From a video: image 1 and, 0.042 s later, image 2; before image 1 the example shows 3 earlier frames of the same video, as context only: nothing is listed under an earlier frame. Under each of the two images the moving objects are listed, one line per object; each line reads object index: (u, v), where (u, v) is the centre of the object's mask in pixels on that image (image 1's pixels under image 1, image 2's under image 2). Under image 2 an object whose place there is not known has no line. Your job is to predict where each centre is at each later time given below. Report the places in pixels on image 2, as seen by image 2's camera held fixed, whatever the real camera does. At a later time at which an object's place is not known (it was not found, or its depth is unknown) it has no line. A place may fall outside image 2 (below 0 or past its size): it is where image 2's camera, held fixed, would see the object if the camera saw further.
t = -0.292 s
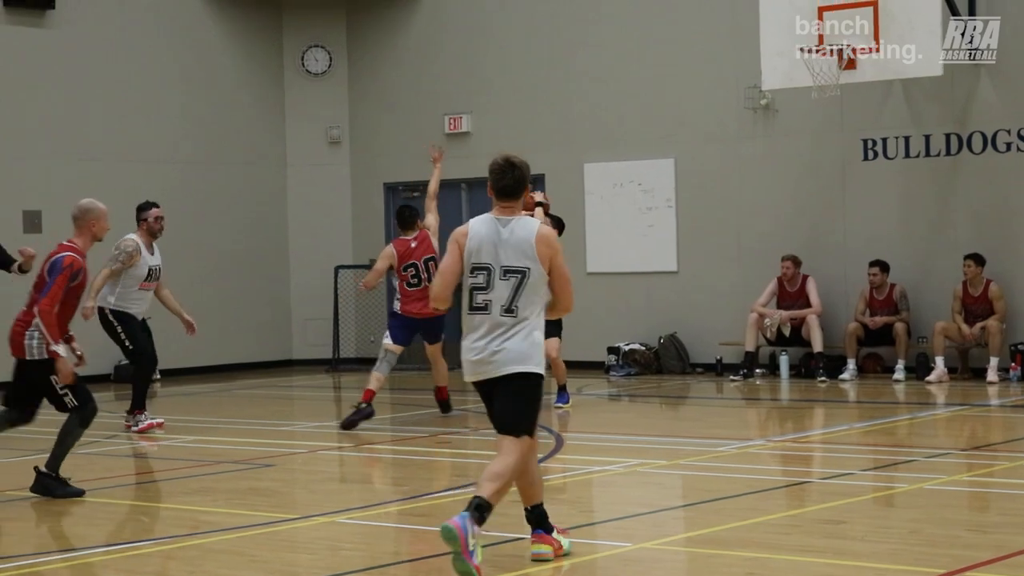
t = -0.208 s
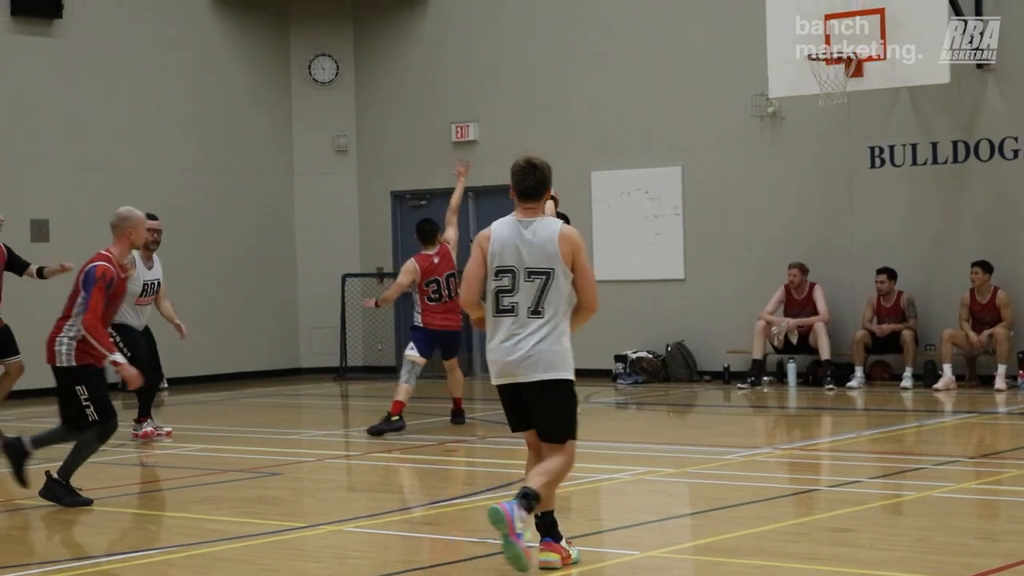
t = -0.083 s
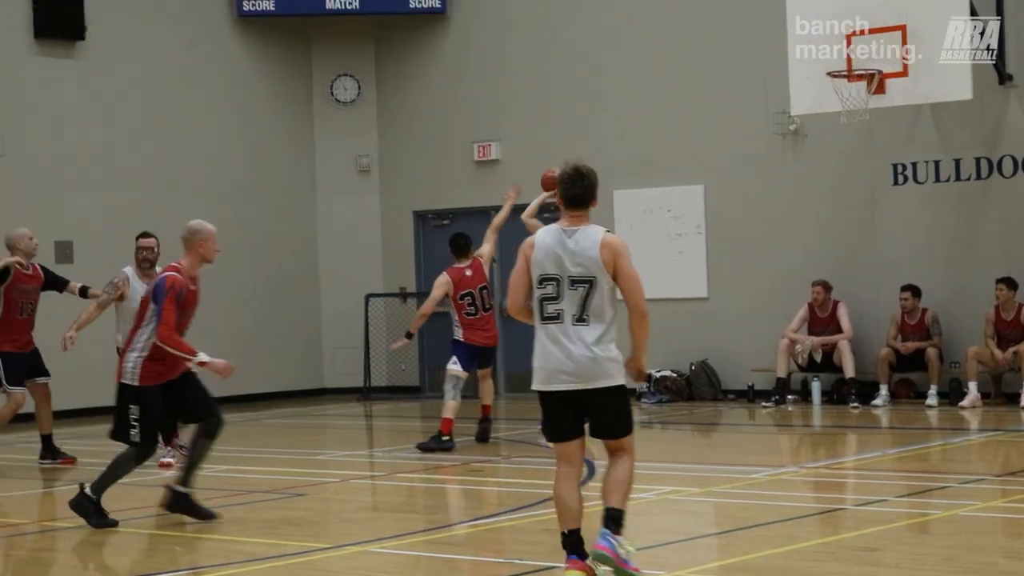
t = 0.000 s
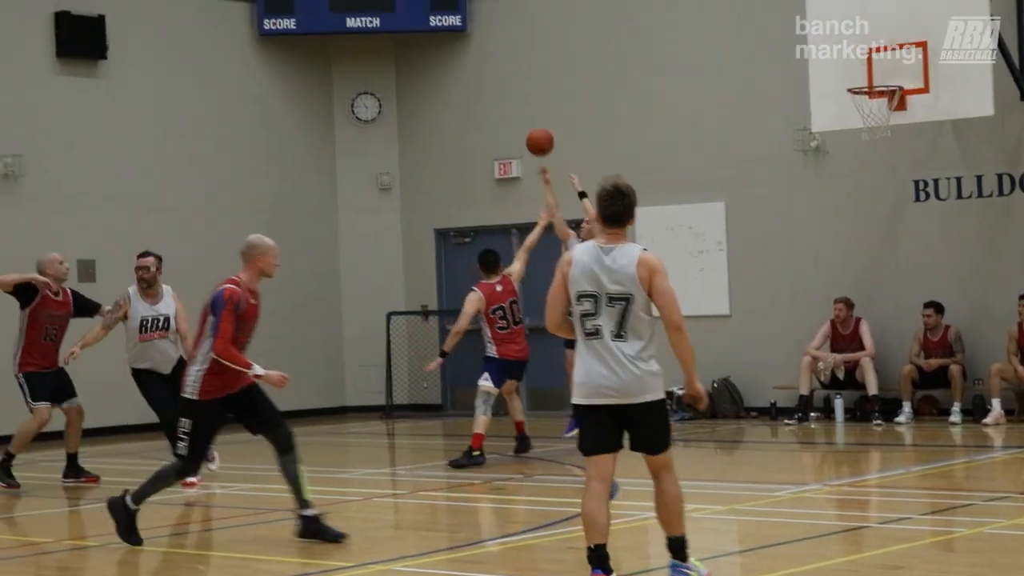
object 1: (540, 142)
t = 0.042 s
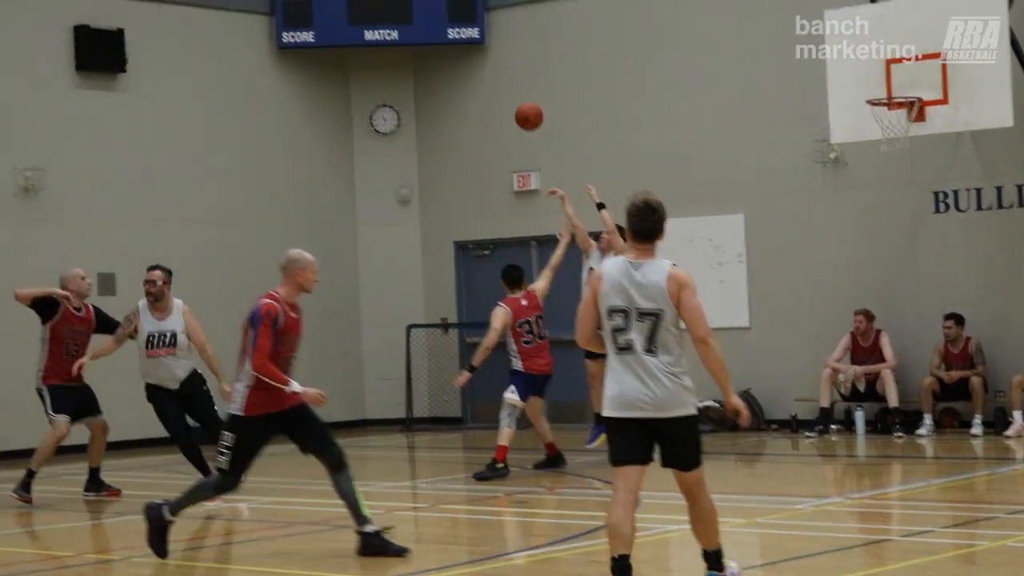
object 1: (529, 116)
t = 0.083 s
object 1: (508, 92)
